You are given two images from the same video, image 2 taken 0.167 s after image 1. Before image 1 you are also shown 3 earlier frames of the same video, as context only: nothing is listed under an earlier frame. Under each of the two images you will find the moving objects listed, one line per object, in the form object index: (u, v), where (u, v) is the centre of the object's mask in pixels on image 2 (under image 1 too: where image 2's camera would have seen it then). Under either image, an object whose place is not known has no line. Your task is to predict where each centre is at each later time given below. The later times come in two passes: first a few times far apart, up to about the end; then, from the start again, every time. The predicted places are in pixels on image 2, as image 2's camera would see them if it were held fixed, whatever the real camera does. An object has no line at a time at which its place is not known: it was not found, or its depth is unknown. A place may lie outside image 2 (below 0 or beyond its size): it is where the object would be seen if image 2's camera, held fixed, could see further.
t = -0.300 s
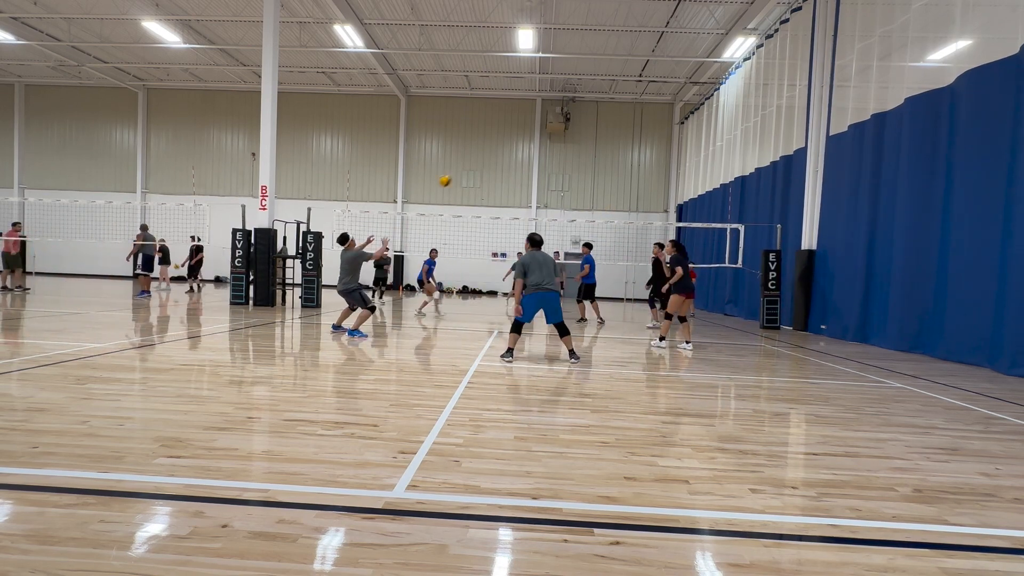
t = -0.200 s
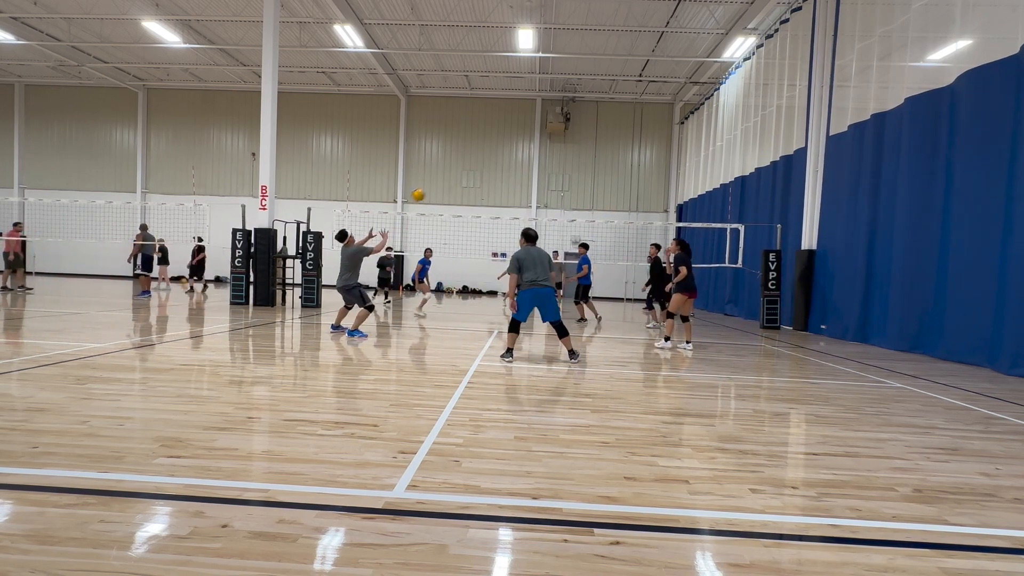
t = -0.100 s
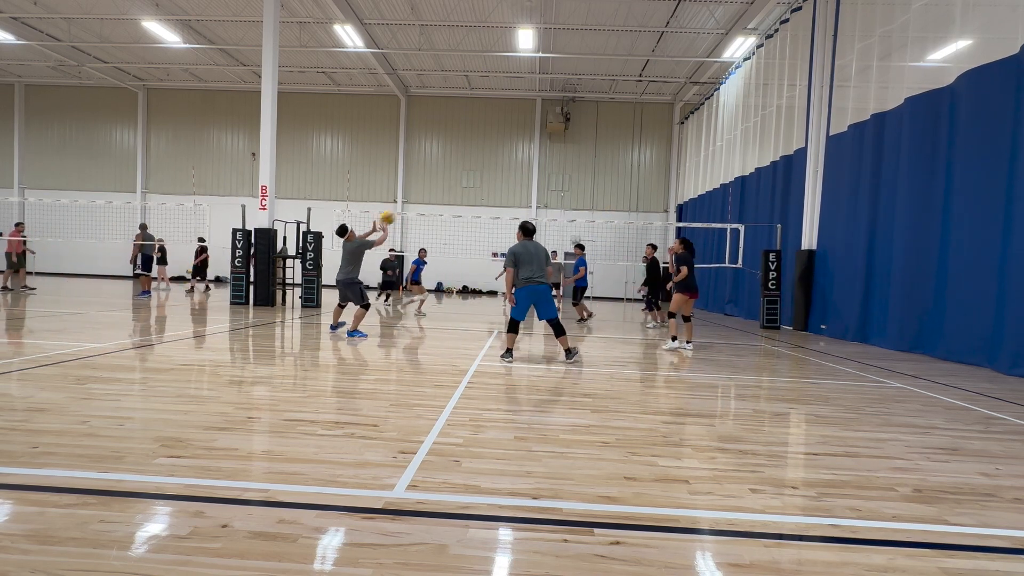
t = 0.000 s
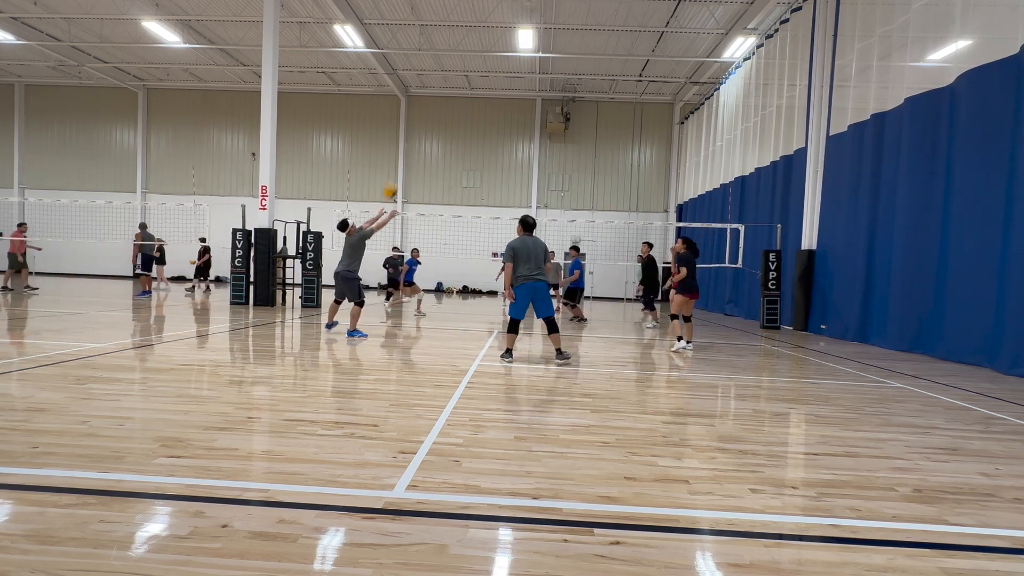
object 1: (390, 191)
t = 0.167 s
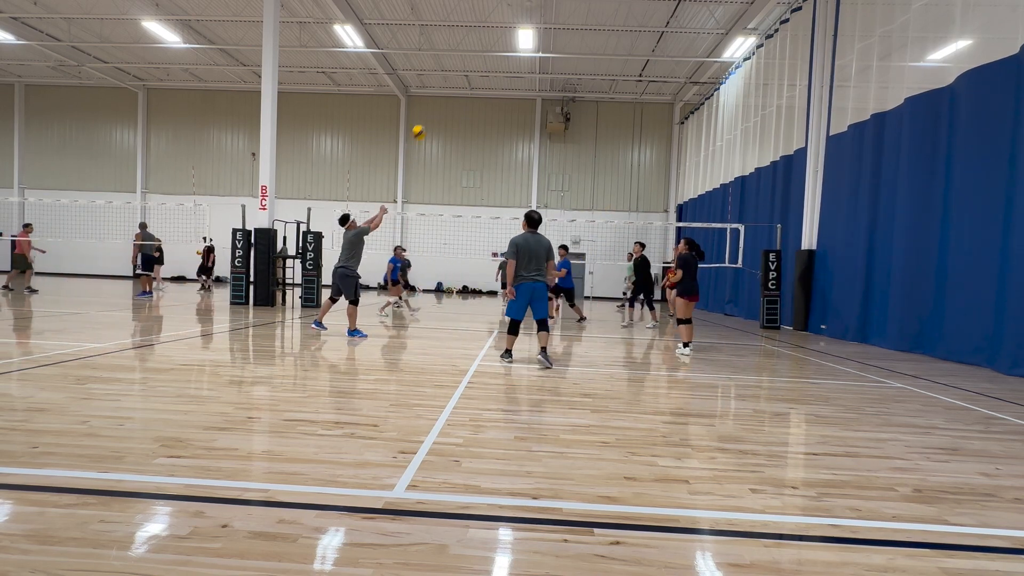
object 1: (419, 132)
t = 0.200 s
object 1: (424, 123)
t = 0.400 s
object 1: (450, 89)
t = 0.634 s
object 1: (476, 81)
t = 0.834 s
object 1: (495, 96)
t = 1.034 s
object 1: (511, 129)
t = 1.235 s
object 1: (525, 178)
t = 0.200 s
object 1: (424, 123)
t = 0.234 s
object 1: (429, 116)
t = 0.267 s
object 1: (433, 109)
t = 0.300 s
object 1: (438, 103)
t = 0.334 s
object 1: (442, 97)
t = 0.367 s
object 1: (446, 92)
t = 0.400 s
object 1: (450, 89)
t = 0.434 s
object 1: (454, 86)
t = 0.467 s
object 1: (458, 83)
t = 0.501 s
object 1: (462, 82)
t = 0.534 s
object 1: (466, 81)
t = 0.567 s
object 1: (470, 80)
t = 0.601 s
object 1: (473, 80)
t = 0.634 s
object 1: (476, 81)
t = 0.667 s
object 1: (480, 82)
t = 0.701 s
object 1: (483, 83)
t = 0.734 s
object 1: (486, 85)
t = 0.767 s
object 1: (489, 88)
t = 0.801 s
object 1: (492, 92)
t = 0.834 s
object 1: (495, 96)
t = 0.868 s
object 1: (498, 100)
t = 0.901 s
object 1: (501, 105)
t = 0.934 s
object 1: (503, 111)
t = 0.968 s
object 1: (506, 117)
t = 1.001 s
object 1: (508, 122)
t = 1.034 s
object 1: (511, 129)
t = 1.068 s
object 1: (513, 136)
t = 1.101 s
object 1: (516, 144)
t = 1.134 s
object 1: (518, 153)
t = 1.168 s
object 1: (520, 161)
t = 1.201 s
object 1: (523, 169)
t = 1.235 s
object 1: (525, 178)
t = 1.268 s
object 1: (526, 188)
